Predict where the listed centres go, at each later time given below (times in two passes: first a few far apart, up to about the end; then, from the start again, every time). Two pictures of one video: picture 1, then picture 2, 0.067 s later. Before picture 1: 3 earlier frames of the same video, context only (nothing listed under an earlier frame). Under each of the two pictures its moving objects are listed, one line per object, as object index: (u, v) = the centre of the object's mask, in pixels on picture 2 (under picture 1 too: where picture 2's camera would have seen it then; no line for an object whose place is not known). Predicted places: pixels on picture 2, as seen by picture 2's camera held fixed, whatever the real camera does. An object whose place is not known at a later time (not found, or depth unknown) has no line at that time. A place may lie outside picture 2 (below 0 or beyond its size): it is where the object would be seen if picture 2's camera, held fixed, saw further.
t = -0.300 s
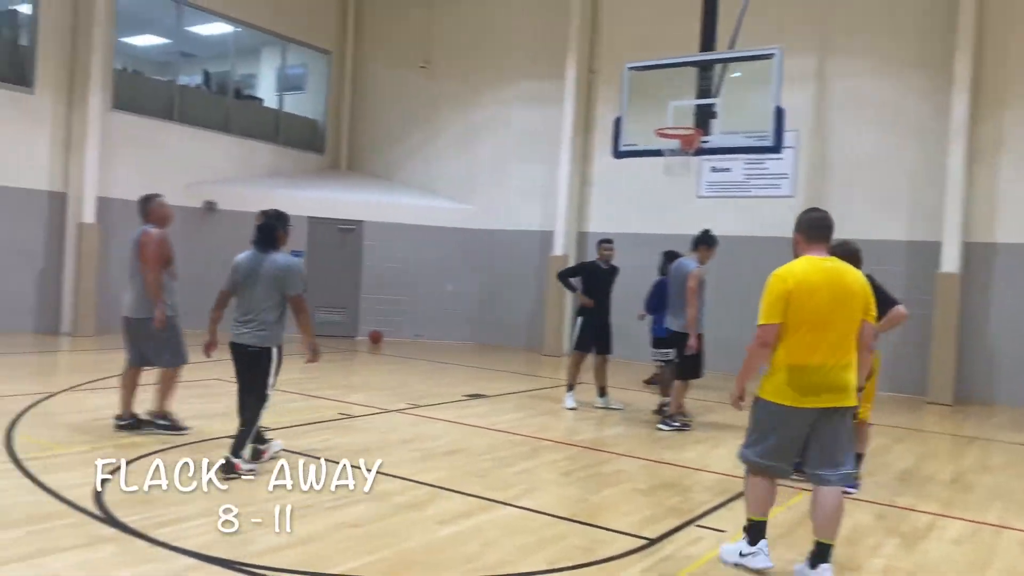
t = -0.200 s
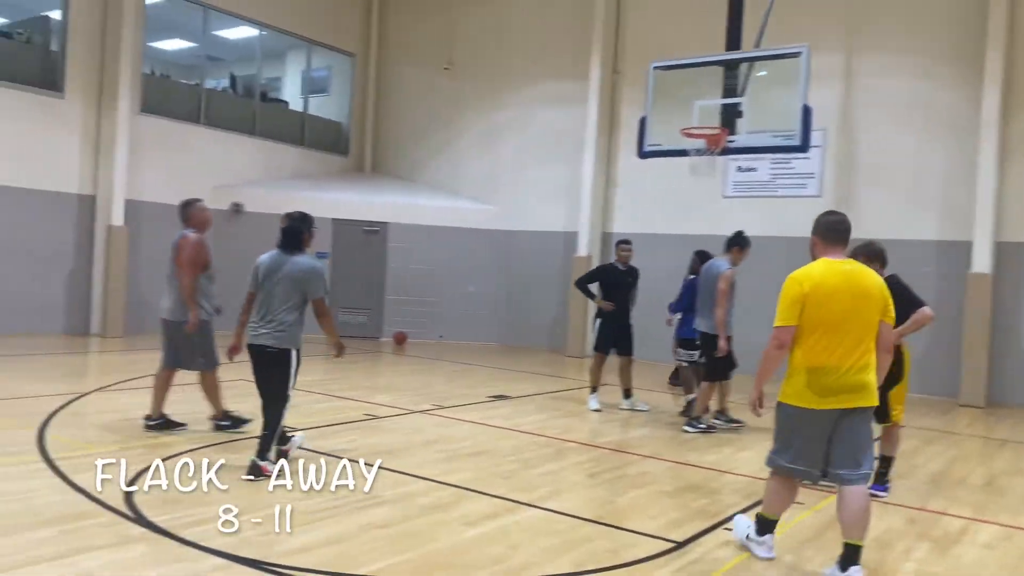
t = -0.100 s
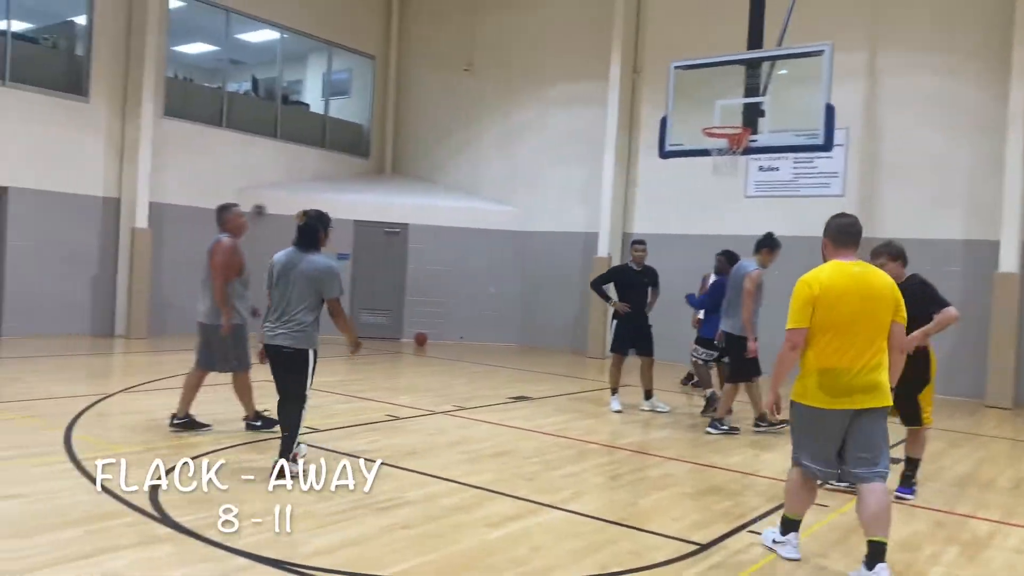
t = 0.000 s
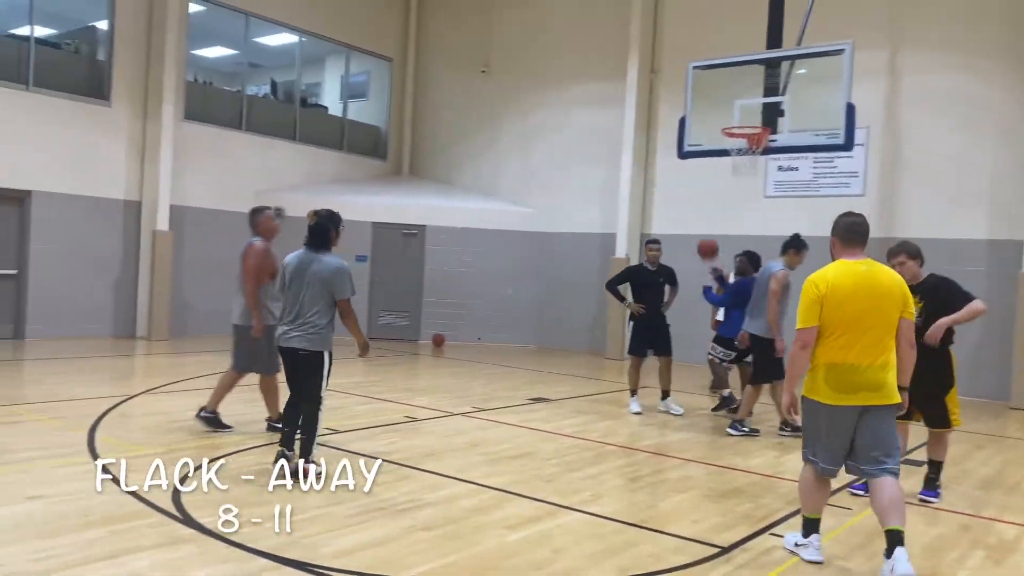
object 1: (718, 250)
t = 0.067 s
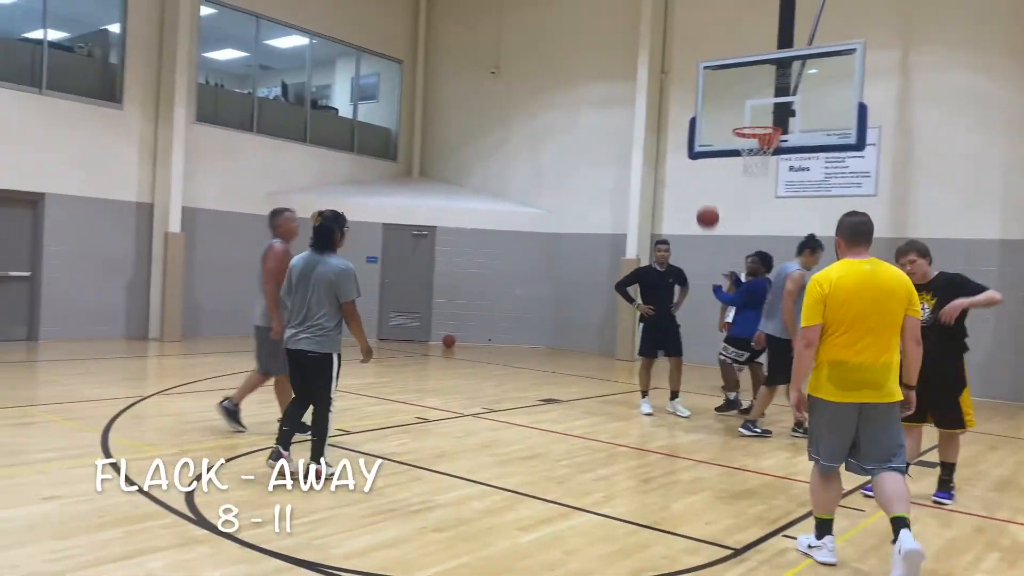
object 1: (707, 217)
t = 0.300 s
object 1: (662, 120)
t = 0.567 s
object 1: (584, 48)
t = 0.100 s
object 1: (702, 202)
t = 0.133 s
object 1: (696, 187)
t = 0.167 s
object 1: (690, 172)
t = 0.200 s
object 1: (683, 158)
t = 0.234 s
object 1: (676, 144)
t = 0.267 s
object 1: (669, 132)
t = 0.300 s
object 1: (662, 120)
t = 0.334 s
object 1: (653, 108)
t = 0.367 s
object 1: (645, 96)
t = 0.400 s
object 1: (636, 86)
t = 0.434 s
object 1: (627, 77)
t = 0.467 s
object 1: (617, 68)
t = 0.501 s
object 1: (607, 60)
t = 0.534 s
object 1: (596, 54)
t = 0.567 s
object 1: (584, 48)
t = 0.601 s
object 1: (572, 43)
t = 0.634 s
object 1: (559, 40)
